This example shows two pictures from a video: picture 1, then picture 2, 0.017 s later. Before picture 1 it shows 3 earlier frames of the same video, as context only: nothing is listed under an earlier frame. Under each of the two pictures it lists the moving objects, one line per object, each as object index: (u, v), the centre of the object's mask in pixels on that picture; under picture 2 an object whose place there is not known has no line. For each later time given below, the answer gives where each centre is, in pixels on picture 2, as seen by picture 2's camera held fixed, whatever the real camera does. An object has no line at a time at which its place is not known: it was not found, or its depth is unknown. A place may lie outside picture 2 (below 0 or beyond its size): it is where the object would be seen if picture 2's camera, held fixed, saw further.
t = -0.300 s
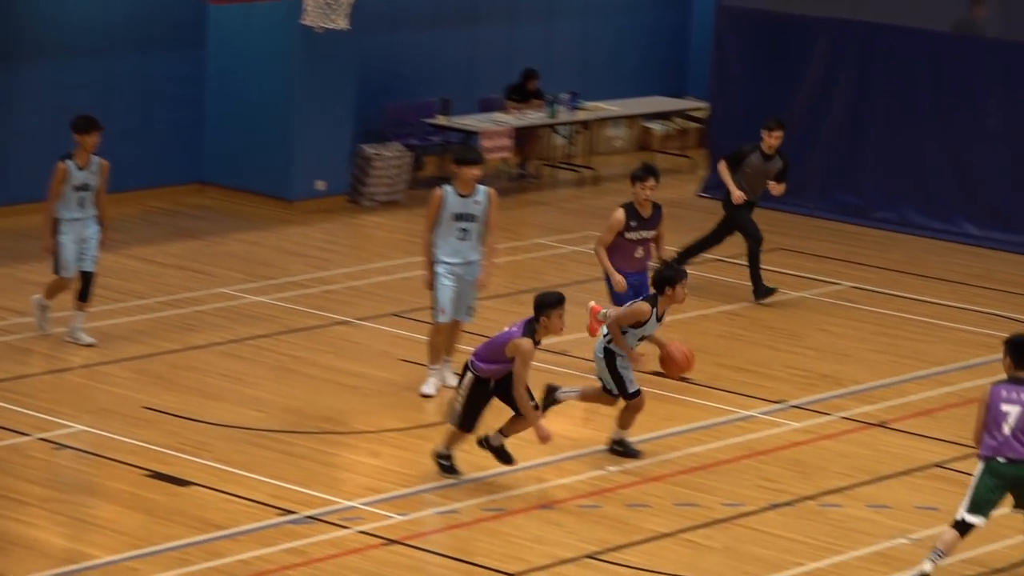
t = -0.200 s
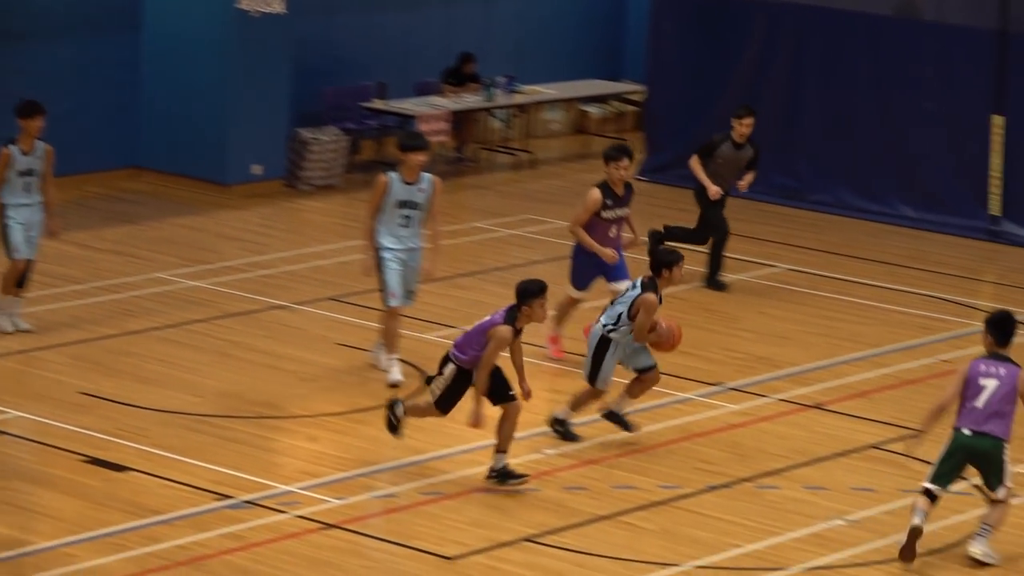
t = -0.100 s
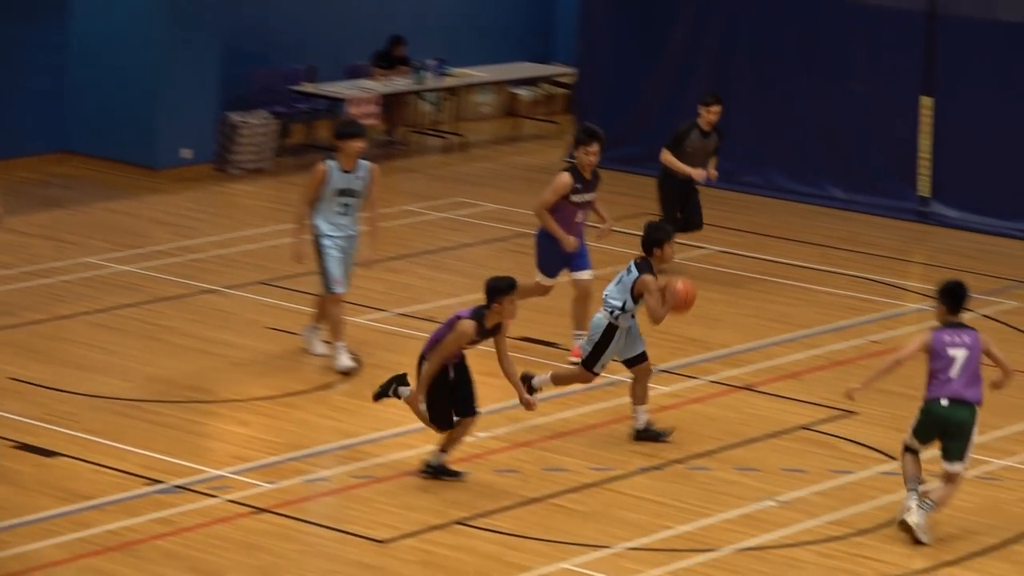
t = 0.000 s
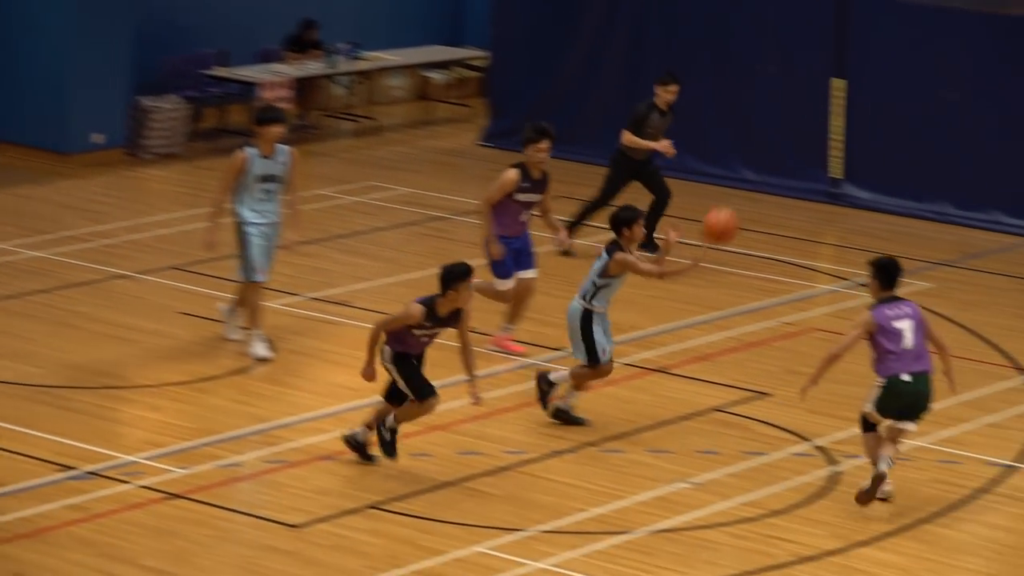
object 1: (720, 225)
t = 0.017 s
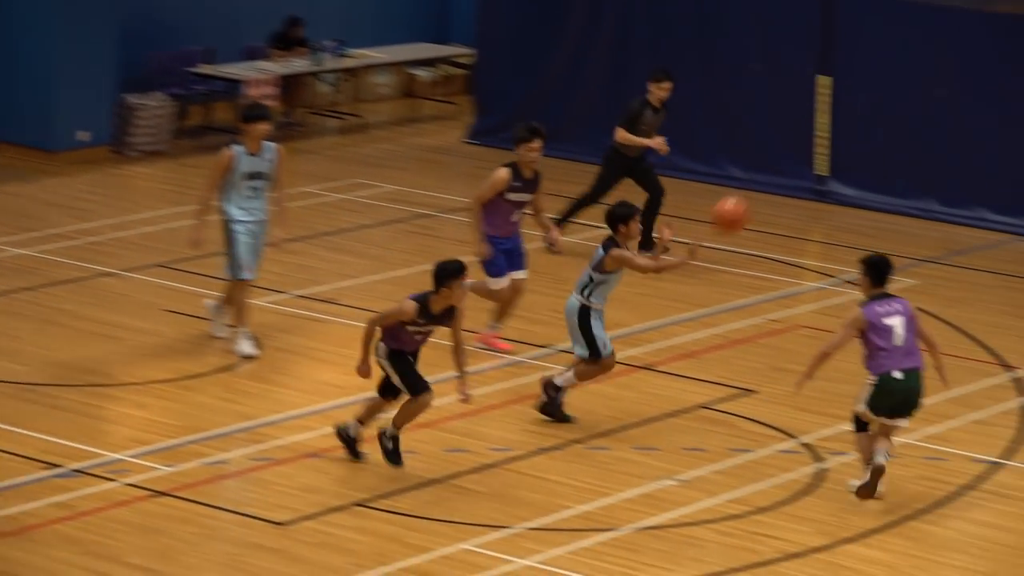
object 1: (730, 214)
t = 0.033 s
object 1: (753, 205)
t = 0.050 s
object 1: (777, 196)
